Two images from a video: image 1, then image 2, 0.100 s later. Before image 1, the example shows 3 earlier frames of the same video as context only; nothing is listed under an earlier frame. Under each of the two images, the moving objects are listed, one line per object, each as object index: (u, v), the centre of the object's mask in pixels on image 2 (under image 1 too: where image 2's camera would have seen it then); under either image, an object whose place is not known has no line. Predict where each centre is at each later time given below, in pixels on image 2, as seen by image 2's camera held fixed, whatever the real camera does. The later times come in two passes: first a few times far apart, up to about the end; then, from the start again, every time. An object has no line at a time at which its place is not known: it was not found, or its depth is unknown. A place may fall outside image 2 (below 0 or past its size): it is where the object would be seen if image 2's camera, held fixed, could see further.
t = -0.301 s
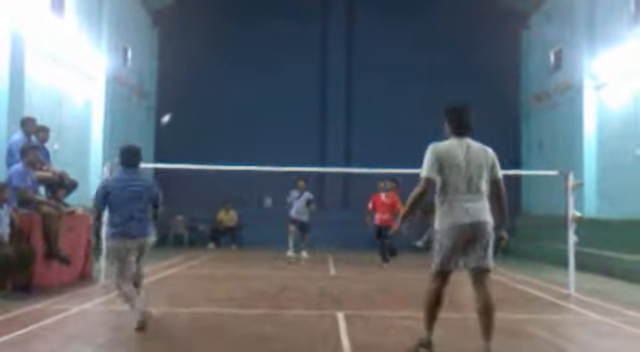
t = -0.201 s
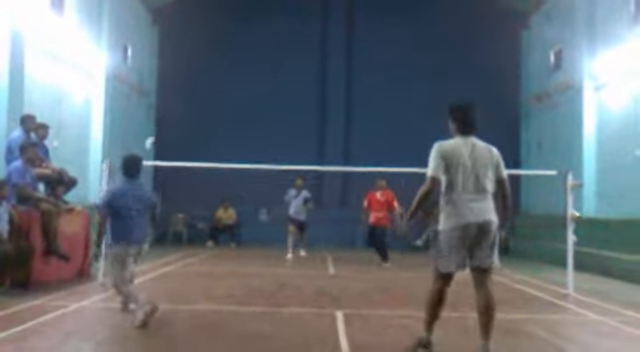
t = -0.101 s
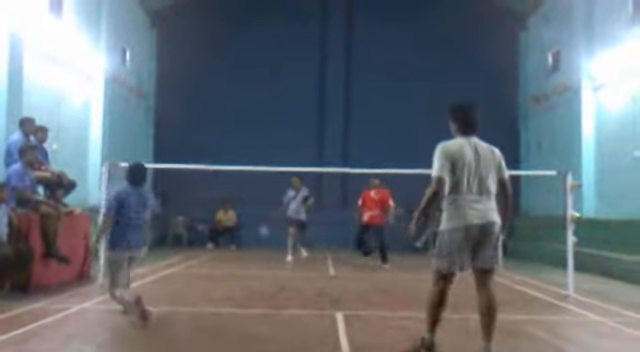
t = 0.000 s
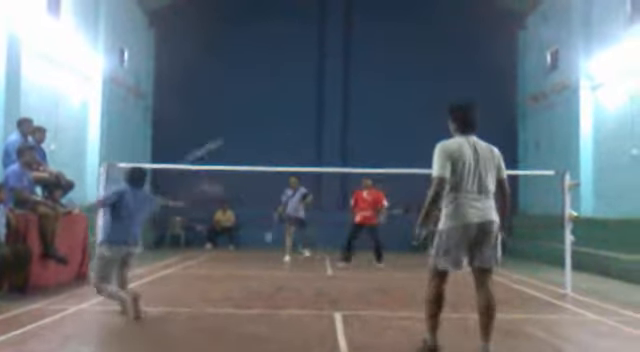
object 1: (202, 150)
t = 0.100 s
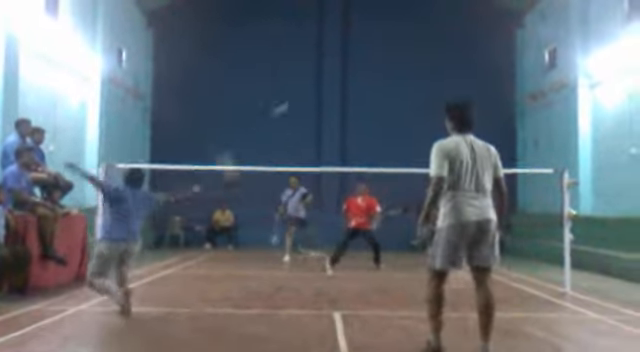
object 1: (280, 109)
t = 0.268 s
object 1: (335, 89)
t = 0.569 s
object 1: (380, 100)
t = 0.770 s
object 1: (397, 122)
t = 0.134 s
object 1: (295, 102)
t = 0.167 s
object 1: (308, 97)
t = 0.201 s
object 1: (316, 93)
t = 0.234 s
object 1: (326, 90)
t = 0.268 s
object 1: (335, 89)
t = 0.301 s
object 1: (340, 87)
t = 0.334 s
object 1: (347, 88)
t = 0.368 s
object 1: (353, 88)
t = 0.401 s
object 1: (359, 88)
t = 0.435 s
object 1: (363, 90)
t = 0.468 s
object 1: (368, 92)
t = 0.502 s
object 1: (371, 94)
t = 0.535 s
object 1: (376, 96)
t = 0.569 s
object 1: (380, 100)
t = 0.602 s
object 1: (381, 102)
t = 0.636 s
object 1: (386, 106)
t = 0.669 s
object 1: (388, 109)
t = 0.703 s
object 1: (391, 114)
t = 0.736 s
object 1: (394, 119)
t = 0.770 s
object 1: (397, 122)
